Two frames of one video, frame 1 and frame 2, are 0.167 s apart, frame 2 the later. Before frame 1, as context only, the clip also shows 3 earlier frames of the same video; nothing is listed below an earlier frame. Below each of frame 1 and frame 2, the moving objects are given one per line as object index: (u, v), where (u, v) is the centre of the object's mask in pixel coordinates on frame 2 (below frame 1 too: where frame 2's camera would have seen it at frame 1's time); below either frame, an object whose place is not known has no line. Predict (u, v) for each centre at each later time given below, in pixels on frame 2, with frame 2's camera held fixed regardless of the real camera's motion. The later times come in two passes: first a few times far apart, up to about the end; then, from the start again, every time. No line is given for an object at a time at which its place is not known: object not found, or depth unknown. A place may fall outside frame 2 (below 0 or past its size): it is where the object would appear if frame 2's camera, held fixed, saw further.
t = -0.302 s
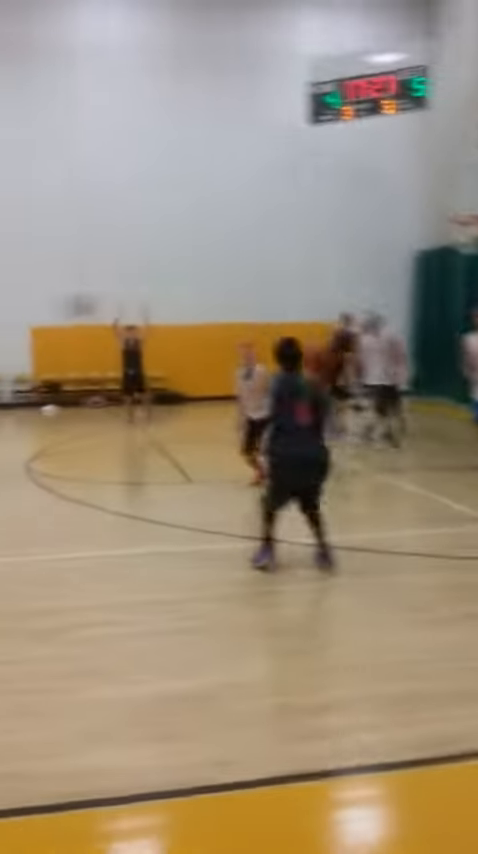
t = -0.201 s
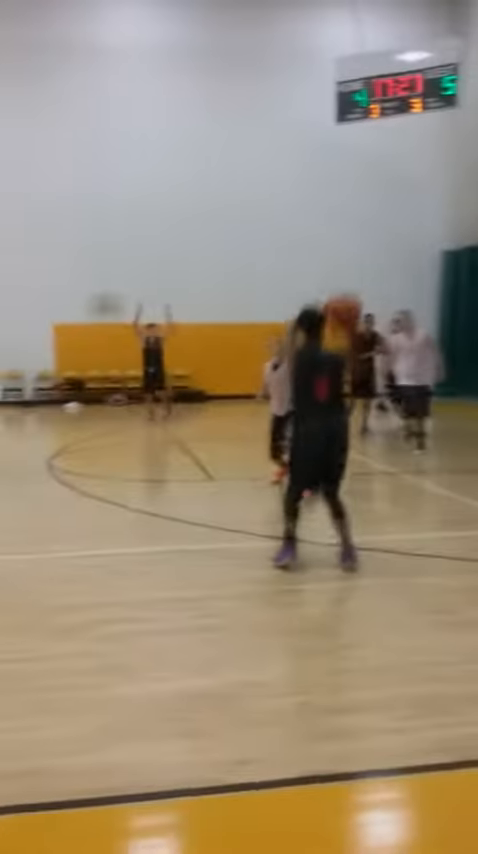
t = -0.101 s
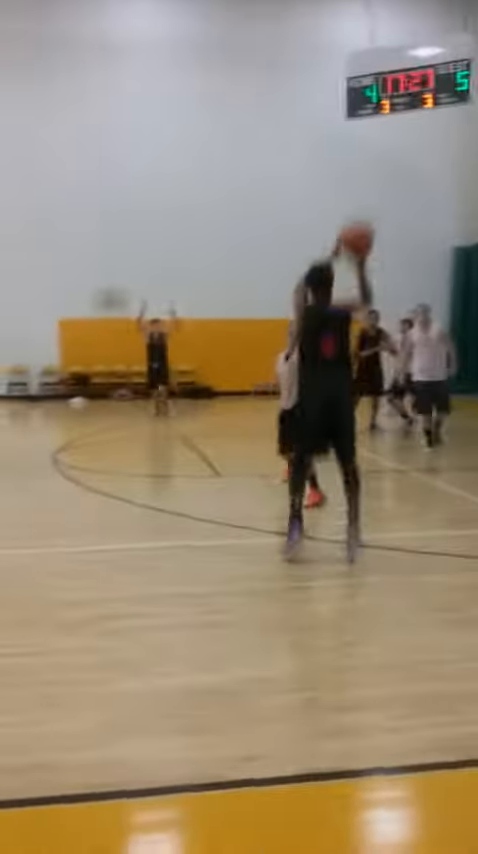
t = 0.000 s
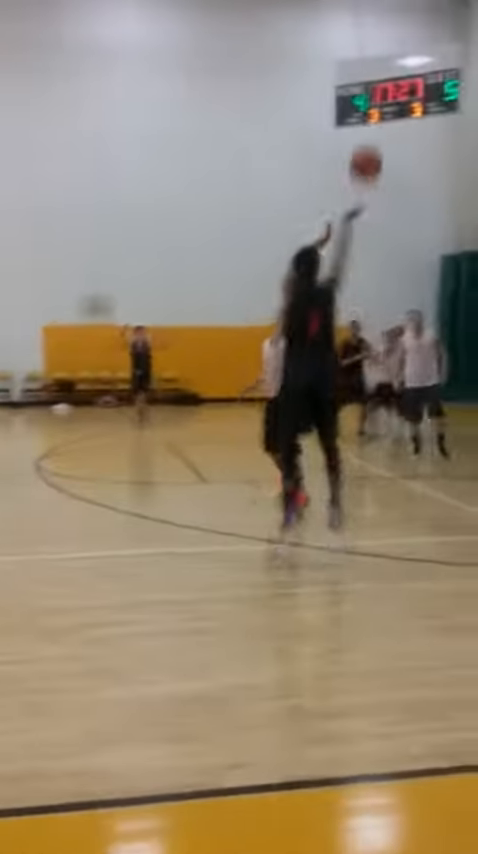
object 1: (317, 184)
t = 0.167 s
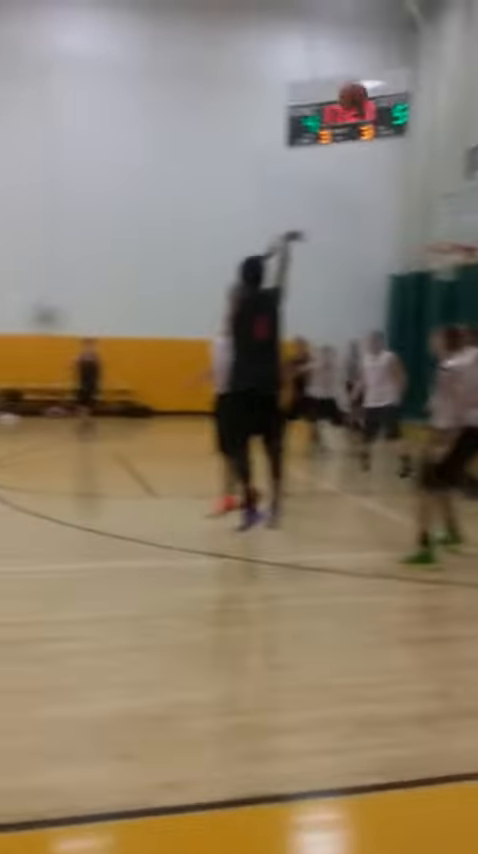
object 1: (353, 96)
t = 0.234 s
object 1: (364, 75)
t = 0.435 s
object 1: (396, 54)
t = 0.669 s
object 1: (419, 85)
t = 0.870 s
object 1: (433, 138)
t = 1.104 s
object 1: (445, 224)
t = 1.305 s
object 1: (404, 222)
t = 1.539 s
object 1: (330, 216)
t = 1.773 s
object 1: (254, 255)
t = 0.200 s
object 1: (358, 84)
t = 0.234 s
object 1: (364, 75)
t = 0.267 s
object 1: (369, 69)
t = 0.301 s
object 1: (374, 63)
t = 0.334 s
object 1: (380, 59)
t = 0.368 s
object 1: (385, 56)
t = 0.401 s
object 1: (390, 55)
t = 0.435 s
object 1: (396, 54)
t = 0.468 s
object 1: (401, 55)
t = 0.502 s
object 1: (403, 58)
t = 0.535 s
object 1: (407, 61)
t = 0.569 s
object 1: (412, 64)
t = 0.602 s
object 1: (415, 70)
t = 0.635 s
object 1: (416, 79)
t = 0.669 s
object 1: (419, 85)
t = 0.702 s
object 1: (421, 92)
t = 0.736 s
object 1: (422, 101)
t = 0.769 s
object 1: (425, 108)
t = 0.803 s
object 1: (429, 117)
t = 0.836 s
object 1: (431, 128)
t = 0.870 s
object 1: (433, 138)
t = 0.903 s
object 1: (435, 149)
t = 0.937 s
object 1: (436, 160)
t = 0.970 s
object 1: (439, 173)
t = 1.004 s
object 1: (440, 185)
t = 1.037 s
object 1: (442, 198)
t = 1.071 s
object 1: (444, 210)
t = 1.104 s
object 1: (445, 224)
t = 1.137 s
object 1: (445, 238)
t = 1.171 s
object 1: (442, 242)
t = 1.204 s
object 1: (433, 236)
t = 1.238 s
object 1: (424, 230)
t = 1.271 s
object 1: (414, 226)
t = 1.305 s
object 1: (404, 222)
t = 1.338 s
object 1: (395, 219)
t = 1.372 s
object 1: (384, 216)
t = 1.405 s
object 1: (373, 214)
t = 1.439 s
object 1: (363, 214)
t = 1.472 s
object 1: (352, 214)
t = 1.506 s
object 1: (342, 215)
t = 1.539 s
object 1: (330, 216)
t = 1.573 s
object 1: (320, 219)
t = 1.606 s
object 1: (309, 222)
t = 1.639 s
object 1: (297, 228)
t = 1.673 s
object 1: (287, 233)
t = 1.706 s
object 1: (276, 240)
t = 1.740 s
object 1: (265, 247)
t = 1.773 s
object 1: (254, 255)
